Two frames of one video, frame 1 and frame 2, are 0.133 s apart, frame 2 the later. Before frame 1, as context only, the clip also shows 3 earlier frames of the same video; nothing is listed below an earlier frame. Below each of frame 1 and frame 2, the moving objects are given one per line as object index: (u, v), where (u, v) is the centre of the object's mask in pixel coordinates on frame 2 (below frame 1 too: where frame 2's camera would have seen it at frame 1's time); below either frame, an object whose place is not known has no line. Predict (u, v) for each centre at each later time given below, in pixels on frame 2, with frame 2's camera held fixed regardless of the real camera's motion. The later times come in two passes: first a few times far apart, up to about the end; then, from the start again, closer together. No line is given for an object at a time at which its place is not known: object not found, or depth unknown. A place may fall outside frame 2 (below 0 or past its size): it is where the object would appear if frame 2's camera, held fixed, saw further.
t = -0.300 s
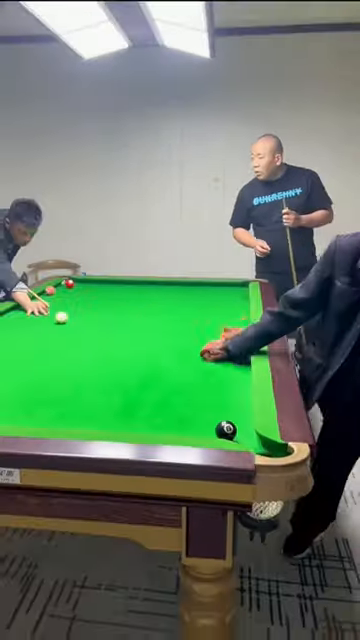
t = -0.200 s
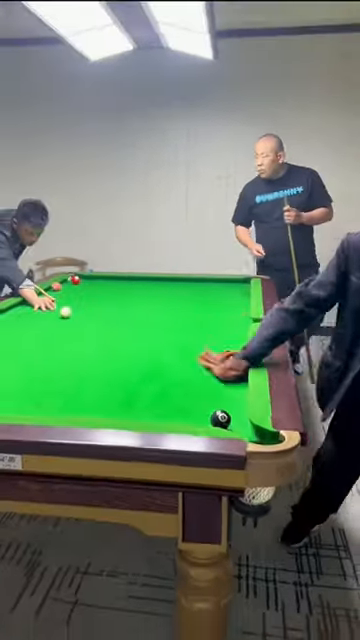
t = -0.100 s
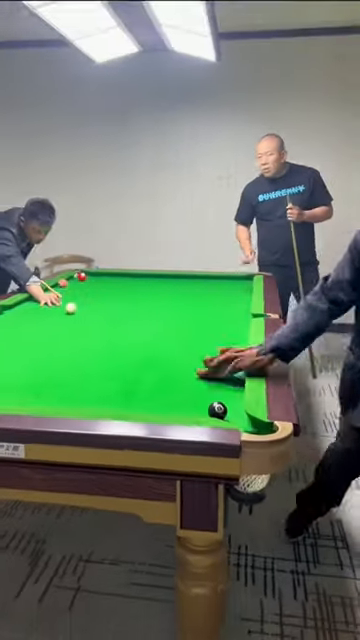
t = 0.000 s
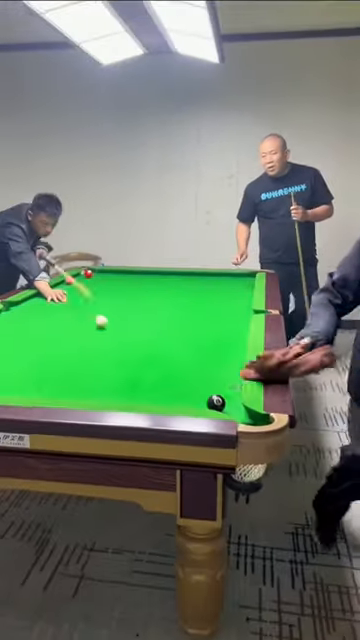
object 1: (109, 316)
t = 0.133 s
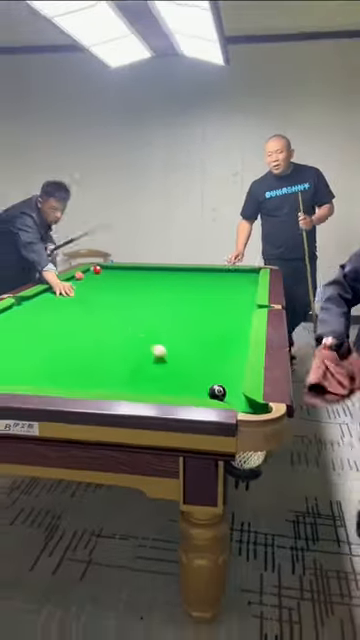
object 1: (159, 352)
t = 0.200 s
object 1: (194, 378)
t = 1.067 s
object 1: (206, 374)
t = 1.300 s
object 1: (187, 367)
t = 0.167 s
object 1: (176, 364)
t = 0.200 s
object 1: (194, 378)
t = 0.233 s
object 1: (205, 388)
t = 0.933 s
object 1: (217, 379)
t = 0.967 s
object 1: (214, 378)
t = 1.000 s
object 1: (212, 377)
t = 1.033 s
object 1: (209, 376)
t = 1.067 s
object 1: (206, 374)
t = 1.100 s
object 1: (203, 373)
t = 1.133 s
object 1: (200, 372)
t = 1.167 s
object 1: (197, 371)
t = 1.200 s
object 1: (195, 370)
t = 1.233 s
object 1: (192, 369)
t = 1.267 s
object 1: (190, 368)
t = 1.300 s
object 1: (187, 367)
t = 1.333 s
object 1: (185, 366)
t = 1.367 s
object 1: (183, 365)
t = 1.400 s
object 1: (180, 364)
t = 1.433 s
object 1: (178, 363)
